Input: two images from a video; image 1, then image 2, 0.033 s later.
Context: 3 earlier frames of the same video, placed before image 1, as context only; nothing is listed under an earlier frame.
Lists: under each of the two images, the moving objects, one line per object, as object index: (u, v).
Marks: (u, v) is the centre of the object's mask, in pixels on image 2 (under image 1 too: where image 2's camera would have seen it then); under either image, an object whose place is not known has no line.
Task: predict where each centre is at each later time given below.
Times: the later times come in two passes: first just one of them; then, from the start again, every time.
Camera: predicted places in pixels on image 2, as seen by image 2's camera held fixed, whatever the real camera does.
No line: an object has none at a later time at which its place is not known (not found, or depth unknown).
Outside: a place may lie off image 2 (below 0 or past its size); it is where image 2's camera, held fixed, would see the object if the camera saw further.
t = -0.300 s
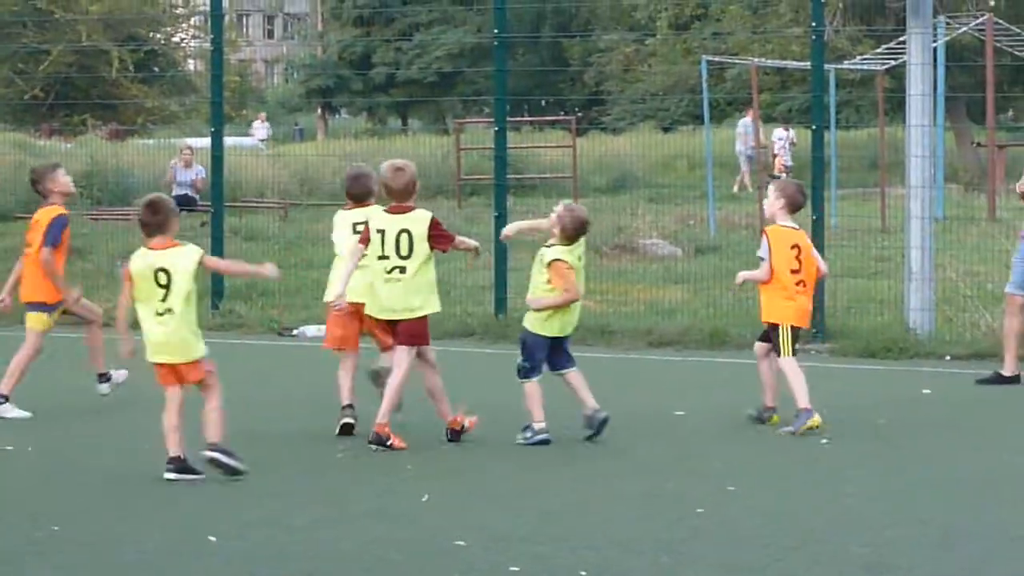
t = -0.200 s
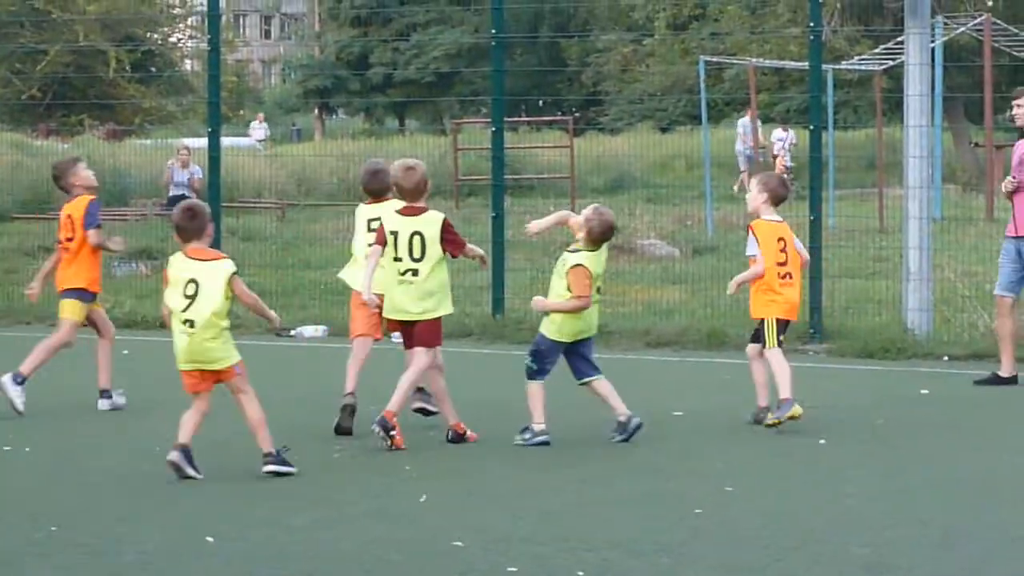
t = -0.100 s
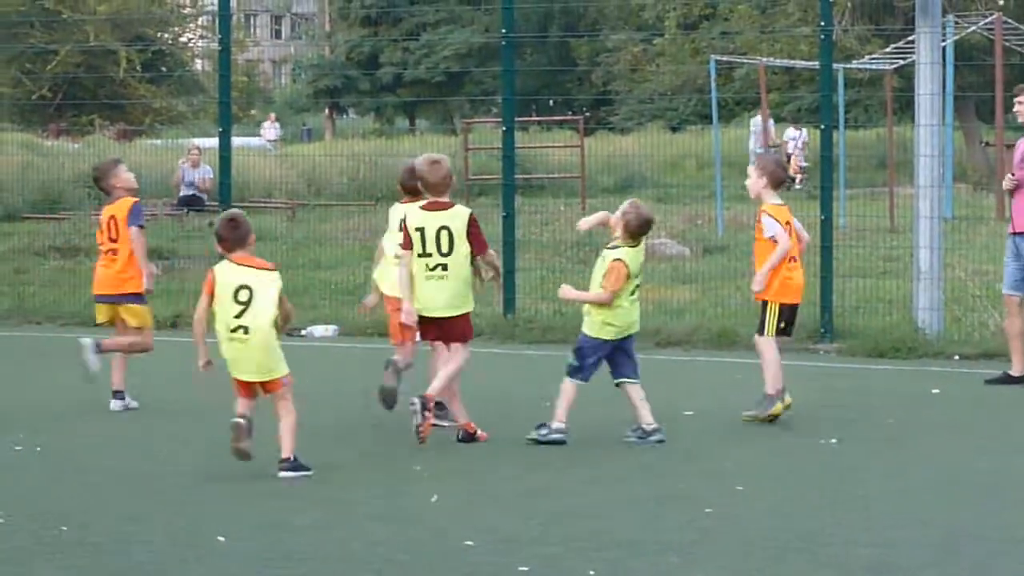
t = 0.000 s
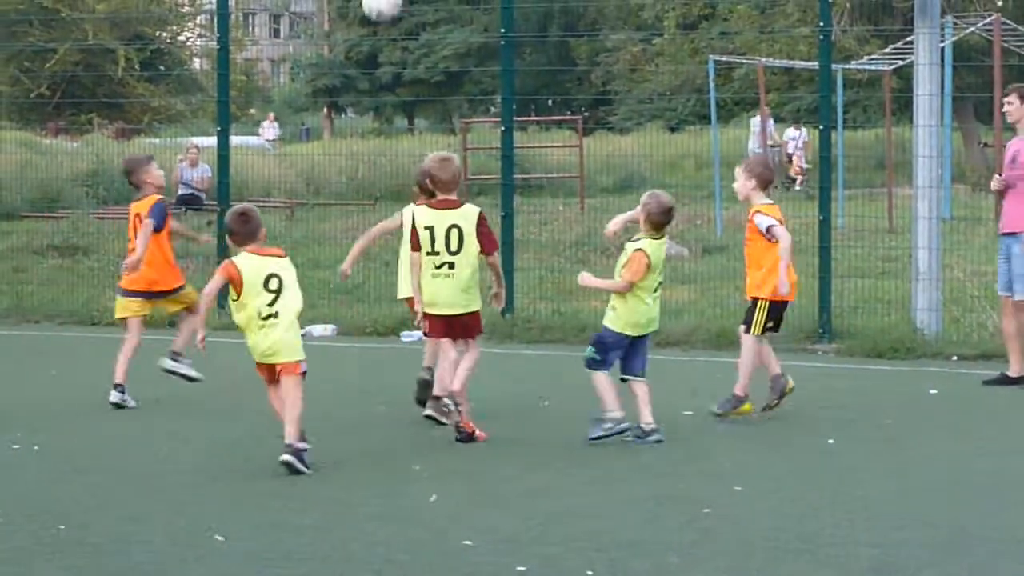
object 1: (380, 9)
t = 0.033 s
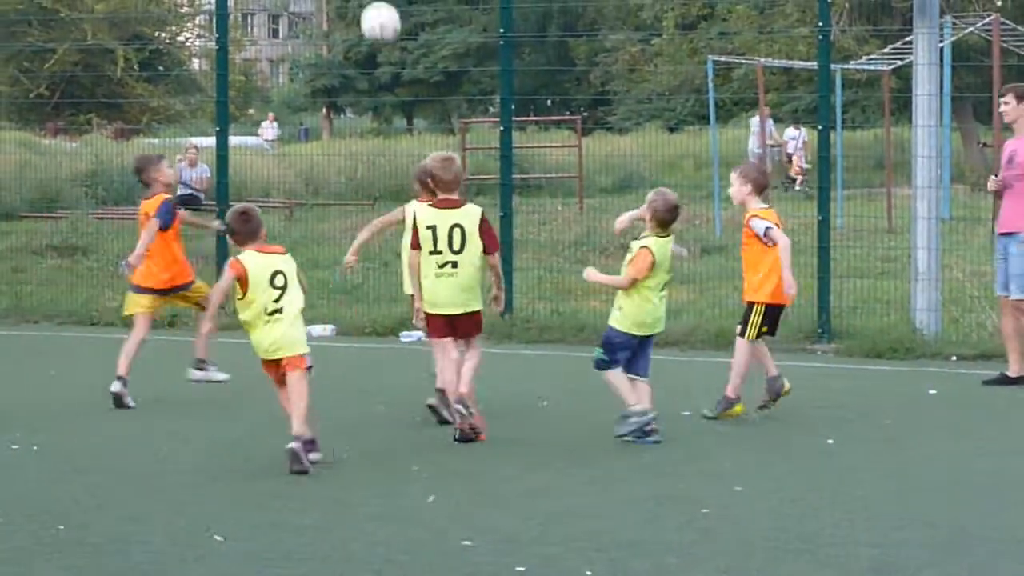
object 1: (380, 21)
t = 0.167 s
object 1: (381, 128)
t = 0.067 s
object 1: (381, 46)
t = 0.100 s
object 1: (381, 73)
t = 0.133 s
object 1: (381, 100)
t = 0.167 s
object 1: (381, 128)
